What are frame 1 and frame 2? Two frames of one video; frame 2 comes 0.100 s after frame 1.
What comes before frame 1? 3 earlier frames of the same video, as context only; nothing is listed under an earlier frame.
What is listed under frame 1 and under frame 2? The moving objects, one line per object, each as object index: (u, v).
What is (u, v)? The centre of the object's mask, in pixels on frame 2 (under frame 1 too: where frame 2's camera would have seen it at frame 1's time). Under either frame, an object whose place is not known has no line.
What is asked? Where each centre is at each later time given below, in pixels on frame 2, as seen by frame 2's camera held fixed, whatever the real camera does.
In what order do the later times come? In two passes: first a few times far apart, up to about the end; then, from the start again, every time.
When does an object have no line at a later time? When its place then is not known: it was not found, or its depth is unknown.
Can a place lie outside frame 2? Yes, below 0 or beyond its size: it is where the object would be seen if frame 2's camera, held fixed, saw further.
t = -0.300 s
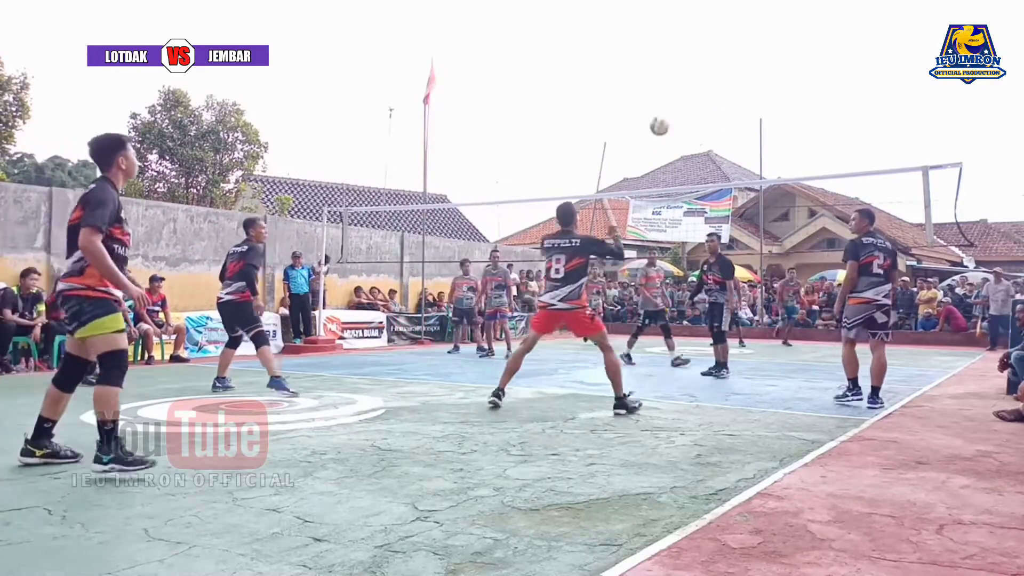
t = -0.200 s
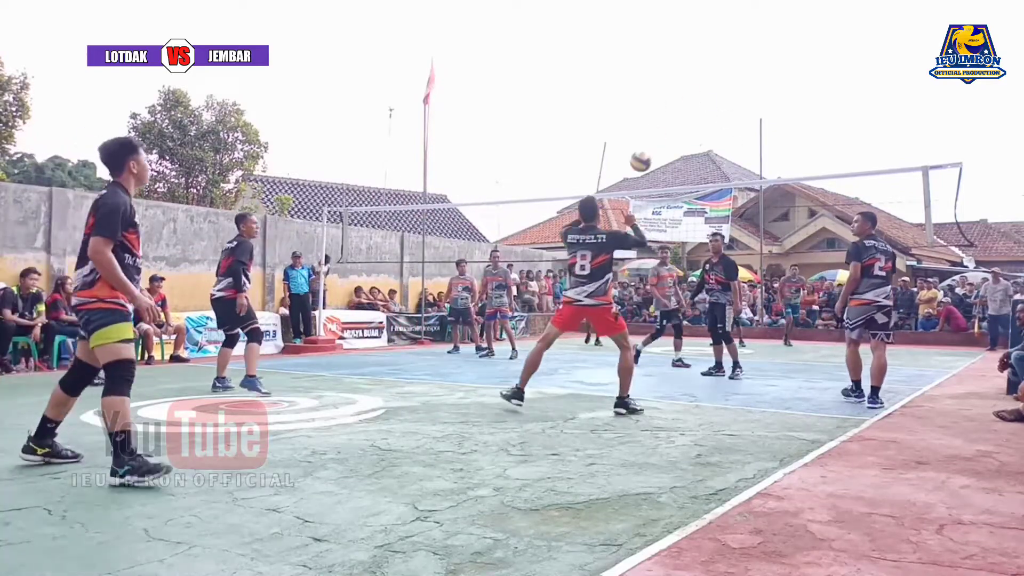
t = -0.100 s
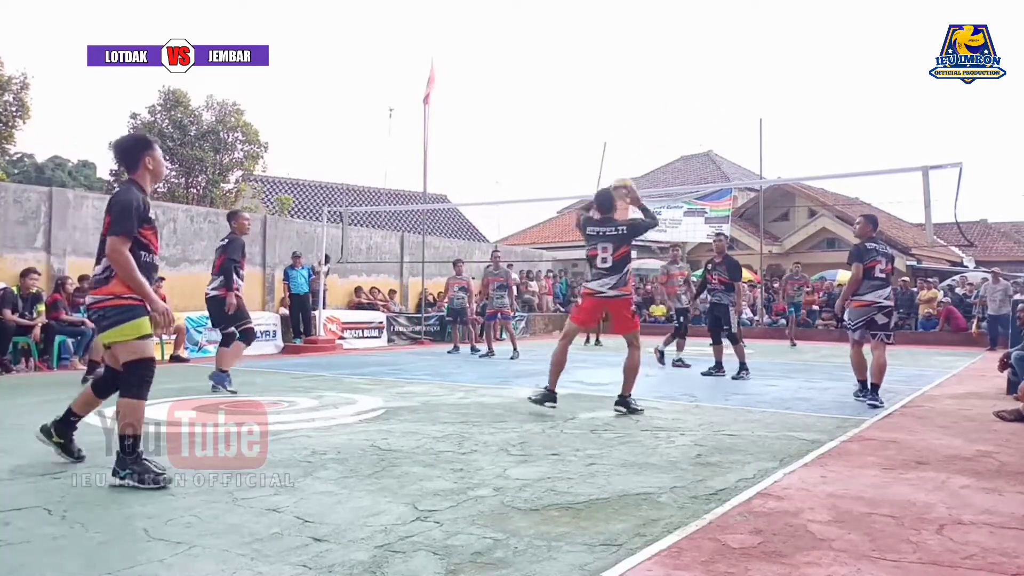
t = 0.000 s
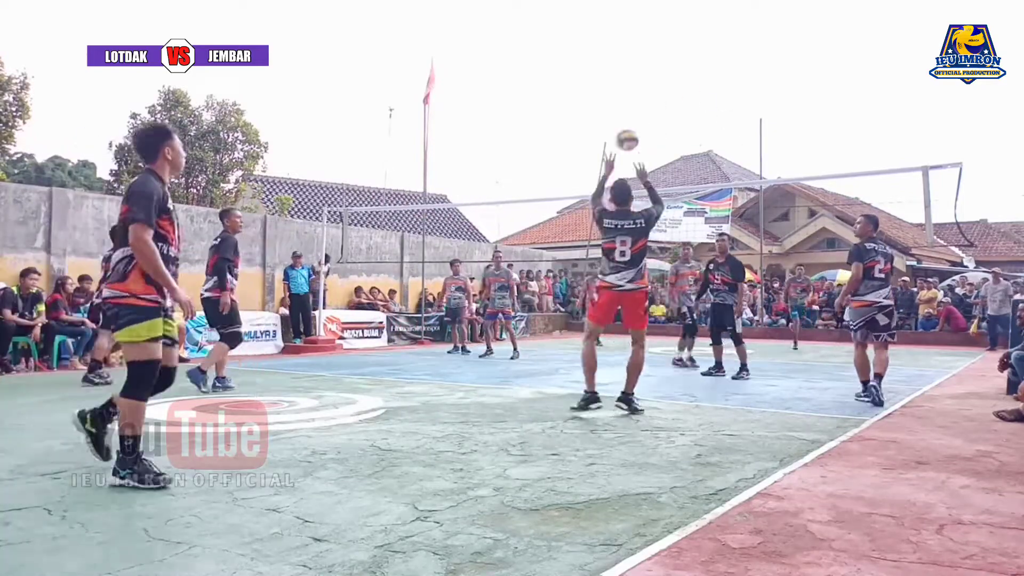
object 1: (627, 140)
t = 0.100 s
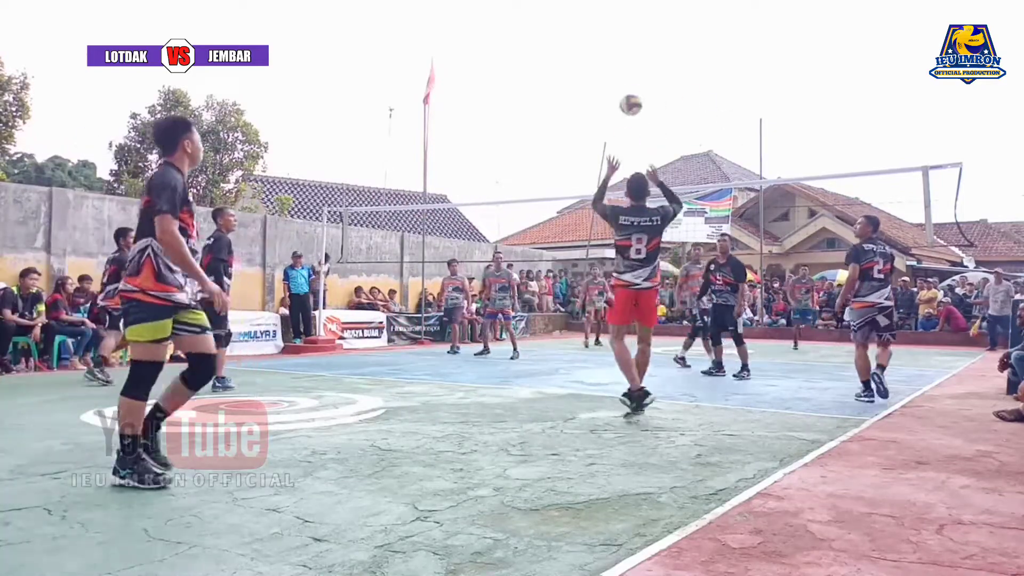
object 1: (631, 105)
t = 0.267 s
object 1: (636, 74)
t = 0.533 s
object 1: (643, 87)
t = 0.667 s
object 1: (645, 117)
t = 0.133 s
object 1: (632, 96)
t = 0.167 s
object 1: (633, 89)
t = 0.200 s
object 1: (634, 83)
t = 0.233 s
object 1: (635, 78)
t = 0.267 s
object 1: (636, 74)
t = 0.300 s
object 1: (637, 72)
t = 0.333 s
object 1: (638, 71)
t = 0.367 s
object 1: (639, 71)
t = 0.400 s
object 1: (640, 72)
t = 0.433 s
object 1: (640, 74)
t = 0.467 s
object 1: (641, 77)
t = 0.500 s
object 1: (642, 81)
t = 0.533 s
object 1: (643, 87)
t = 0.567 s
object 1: (643, 93)
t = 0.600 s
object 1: (644, 100)
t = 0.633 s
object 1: (645, 108)
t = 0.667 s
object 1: (645, 117)
